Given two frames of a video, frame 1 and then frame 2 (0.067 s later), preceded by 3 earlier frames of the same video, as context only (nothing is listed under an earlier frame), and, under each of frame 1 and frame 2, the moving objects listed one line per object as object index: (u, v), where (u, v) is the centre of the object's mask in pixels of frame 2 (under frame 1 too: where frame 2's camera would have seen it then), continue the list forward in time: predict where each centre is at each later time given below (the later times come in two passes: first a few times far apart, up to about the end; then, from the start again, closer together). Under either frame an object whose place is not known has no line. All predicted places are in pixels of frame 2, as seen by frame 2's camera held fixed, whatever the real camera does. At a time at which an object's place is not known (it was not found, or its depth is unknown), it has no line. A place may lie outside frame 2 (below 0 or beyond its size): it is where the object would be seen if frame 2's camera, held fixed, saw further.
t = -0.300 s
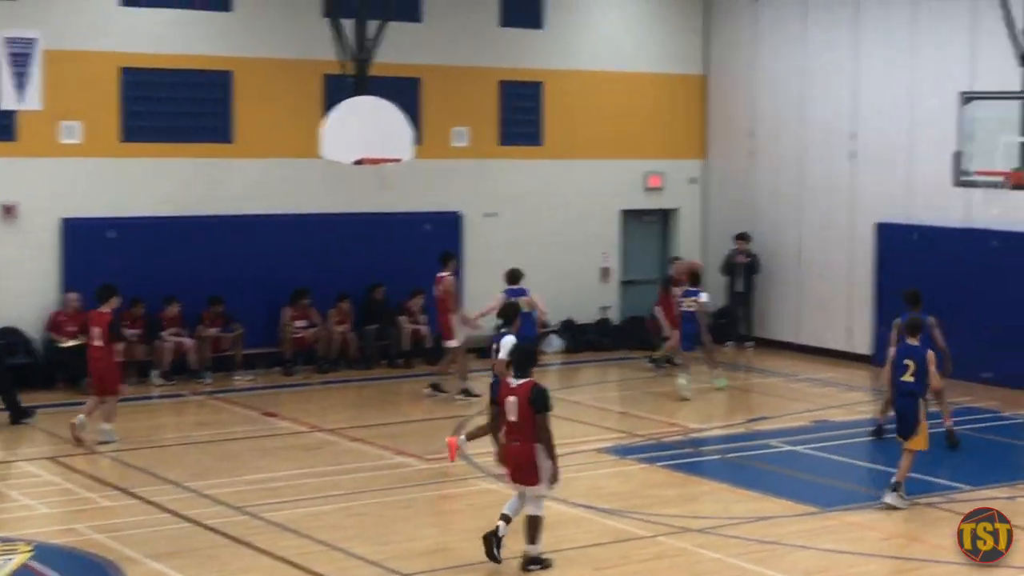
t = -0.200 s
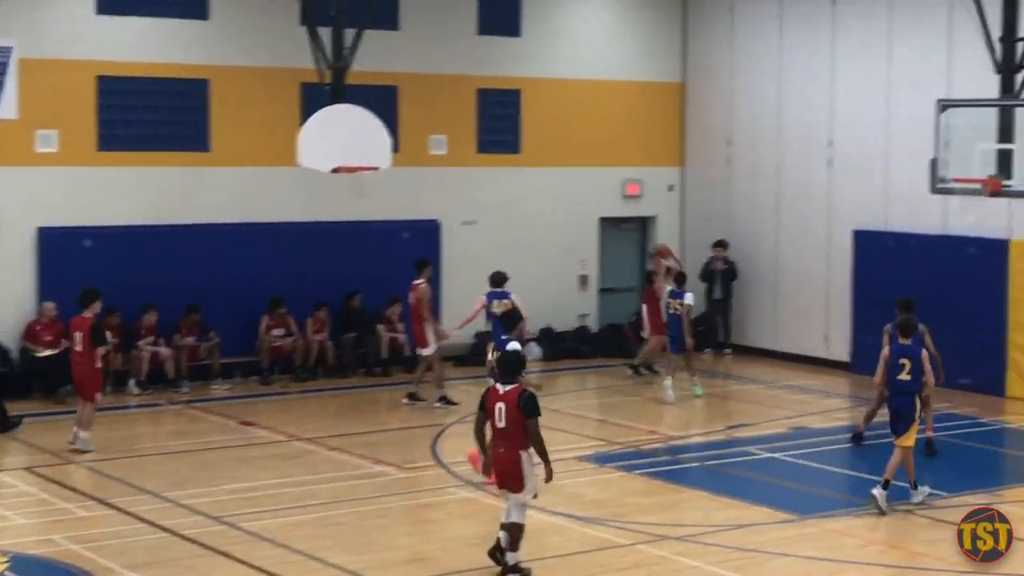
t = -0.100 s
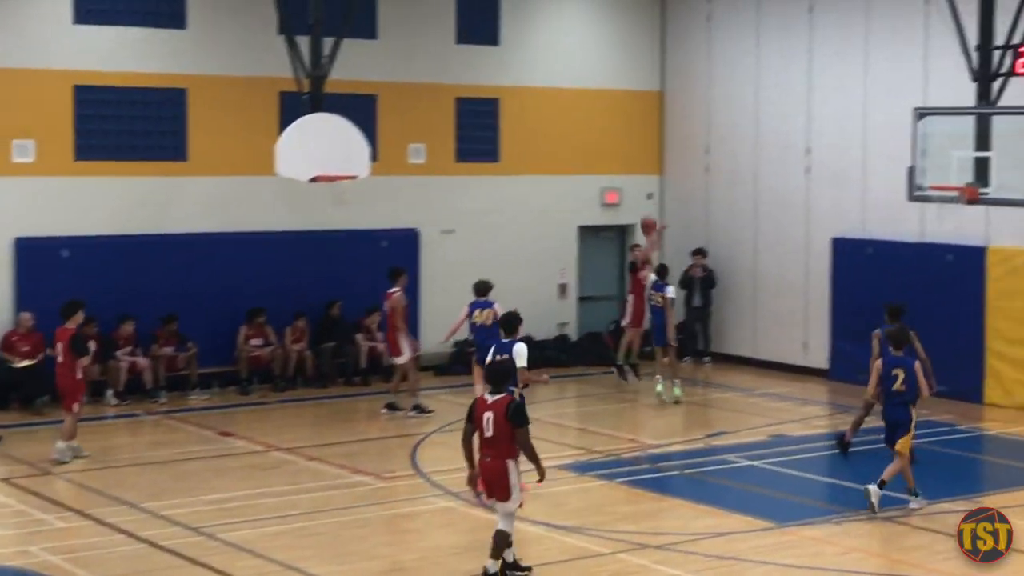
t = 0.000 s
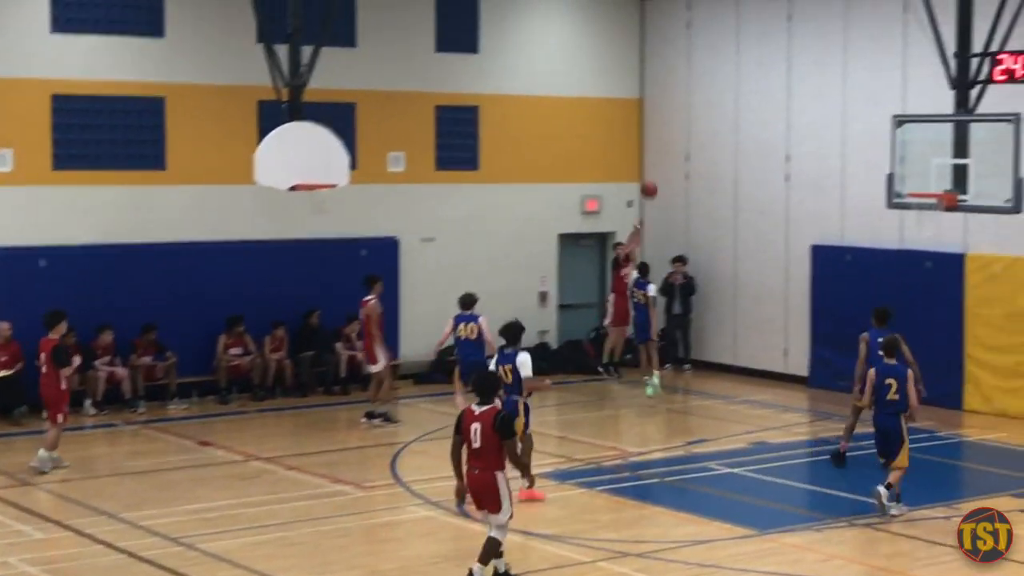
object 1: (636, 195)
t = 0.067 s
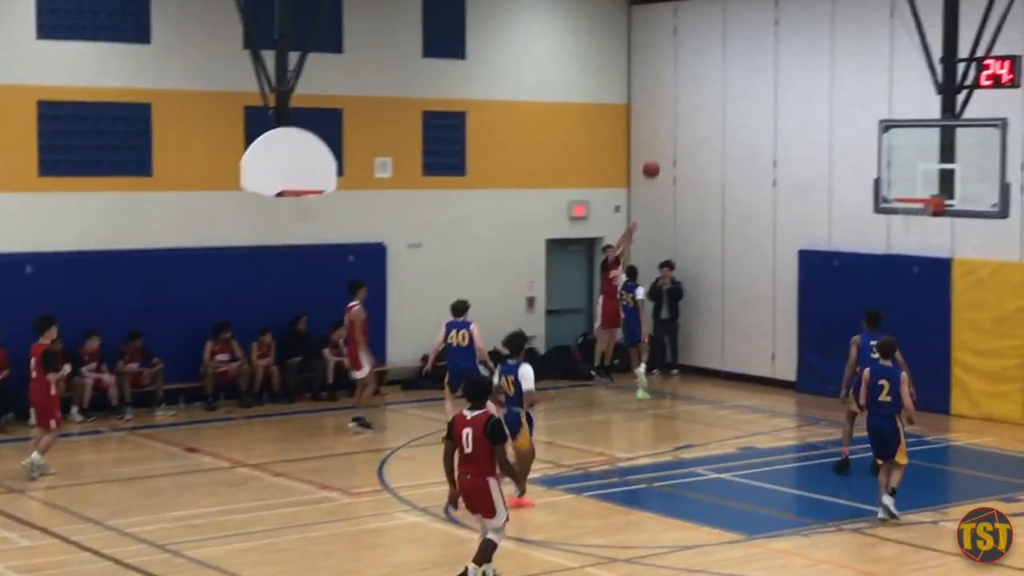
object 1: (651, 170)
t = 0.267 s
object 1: (696, 109)
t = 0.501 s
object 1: (752, 71)
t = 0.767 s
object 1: (820, 78)
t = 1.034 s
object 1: (892, 143)
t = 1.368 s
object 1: (890, 210)
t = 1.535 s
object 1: (896, 222)
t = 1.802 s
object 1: (913, 291)
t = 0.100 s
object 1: (658, 158)
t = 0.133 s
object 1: (665, 147)
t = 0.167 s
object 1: (673, 136)
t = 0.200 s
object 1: (680, 127)
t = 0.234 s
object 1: (688, 117)
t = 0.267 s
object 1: (696, 109)
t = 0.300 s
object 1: (704, 101)
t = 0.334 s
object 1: (711, 94)
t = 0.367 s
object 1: (719, 88)
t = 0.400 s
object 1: (727, 83)
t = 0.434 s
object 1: (735, 78)
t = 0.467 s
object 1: (744, 74)
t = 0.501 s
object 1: (752, 71)
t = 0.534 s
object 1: (760, 69)
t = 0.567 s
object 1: (768, 68)
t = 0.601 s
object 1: (777, 67)
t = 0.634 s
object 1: (785, 67)
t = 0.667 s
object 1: (794, 69)
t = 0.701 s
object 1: (802, 71)
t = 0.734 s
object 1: (811, 74)
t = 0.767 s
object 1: (820, 78)
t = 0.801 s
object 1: (828, 83)
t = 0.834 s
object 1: (837, 89)
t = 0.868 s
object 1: (846, 95)
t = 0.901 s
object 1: (855, 102)
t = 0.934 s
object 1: (864, 111)
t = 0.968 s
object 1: (872, 121)
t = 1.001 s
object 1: (881, 132)
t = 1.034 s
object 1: (892, 143)
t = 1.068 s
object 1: (901, 156)
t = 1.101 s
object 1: (910, 169)
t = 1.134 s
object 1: (919, 183)
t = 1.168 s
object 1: (925, 198)
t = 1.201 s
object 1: (915, 204)
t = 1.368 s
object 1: (890, 210)
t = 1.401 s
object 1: (890, 210)
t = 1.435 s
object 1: (891, 211)
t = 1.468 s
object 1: (892, 214)
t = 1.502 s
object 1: (894, 217)
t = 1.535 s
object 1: (896, 222)
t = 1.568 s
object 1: (898, 228)
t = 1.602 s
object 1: (901, 234)
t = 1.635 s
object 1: (902, 242)
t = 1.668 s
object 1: (905, 248)
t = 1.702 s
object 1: (907, 259)
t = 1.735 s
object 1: (909, 268)
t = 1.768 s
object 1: (911, 278)
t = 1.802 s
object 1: (913, 291)
